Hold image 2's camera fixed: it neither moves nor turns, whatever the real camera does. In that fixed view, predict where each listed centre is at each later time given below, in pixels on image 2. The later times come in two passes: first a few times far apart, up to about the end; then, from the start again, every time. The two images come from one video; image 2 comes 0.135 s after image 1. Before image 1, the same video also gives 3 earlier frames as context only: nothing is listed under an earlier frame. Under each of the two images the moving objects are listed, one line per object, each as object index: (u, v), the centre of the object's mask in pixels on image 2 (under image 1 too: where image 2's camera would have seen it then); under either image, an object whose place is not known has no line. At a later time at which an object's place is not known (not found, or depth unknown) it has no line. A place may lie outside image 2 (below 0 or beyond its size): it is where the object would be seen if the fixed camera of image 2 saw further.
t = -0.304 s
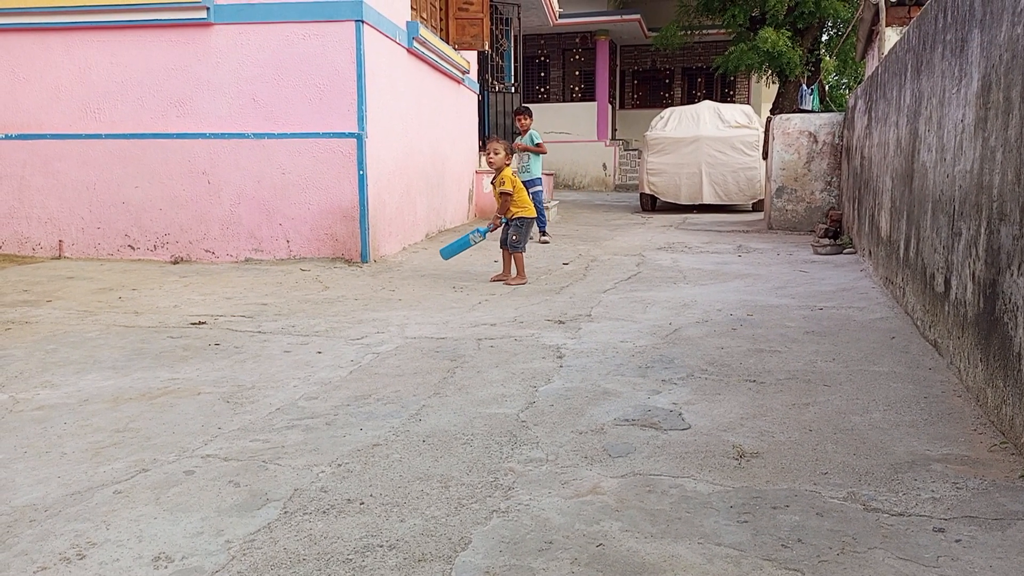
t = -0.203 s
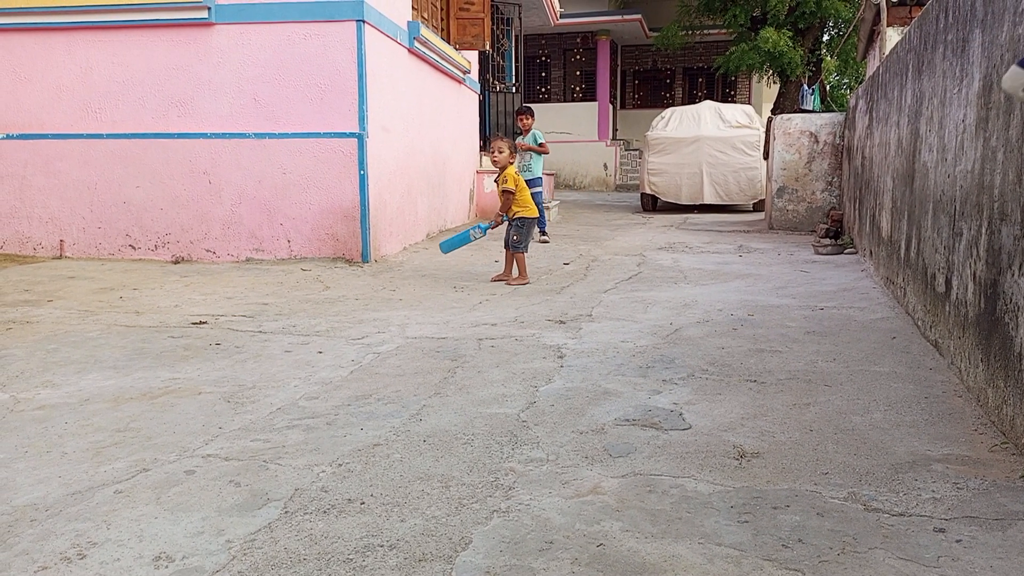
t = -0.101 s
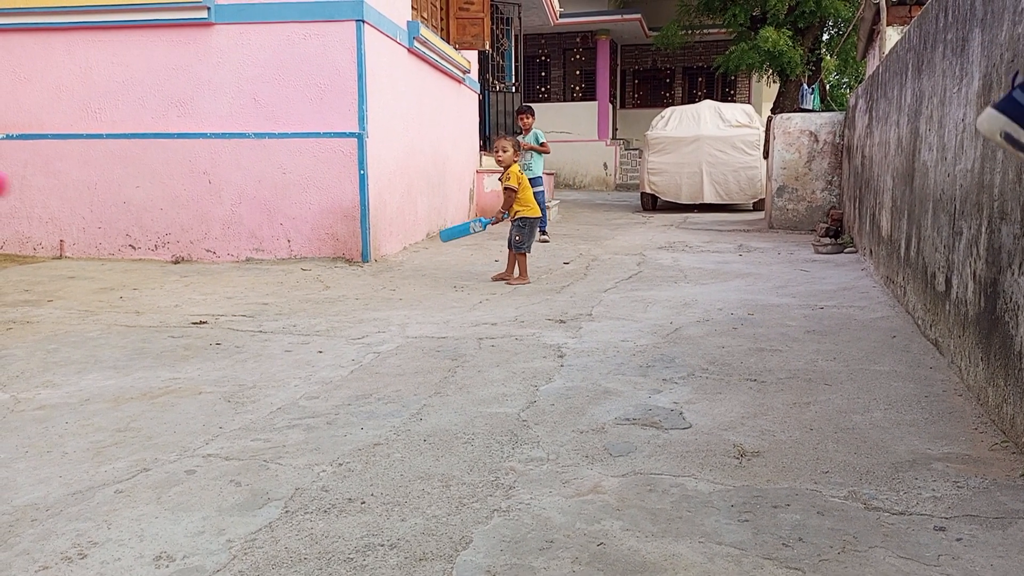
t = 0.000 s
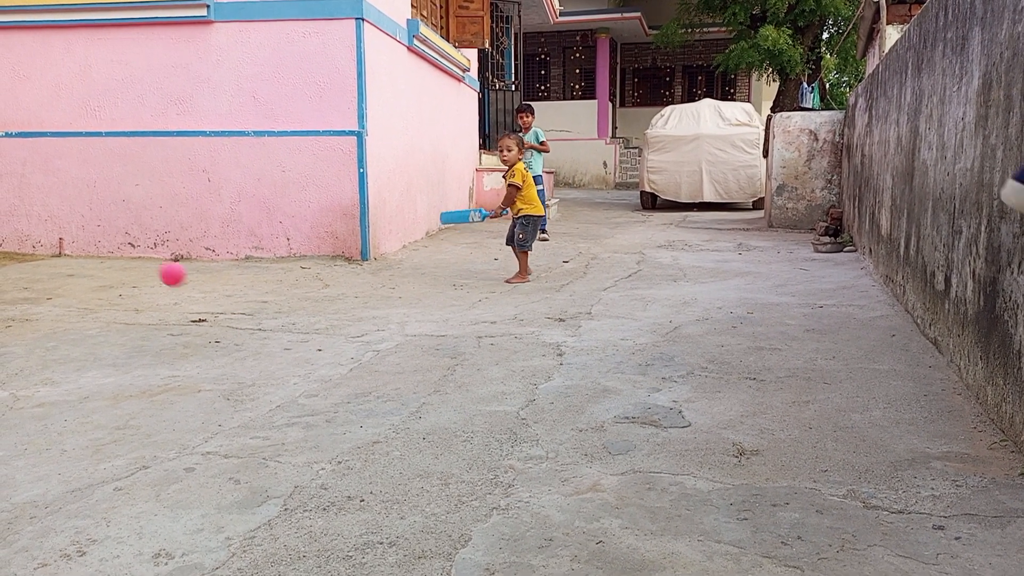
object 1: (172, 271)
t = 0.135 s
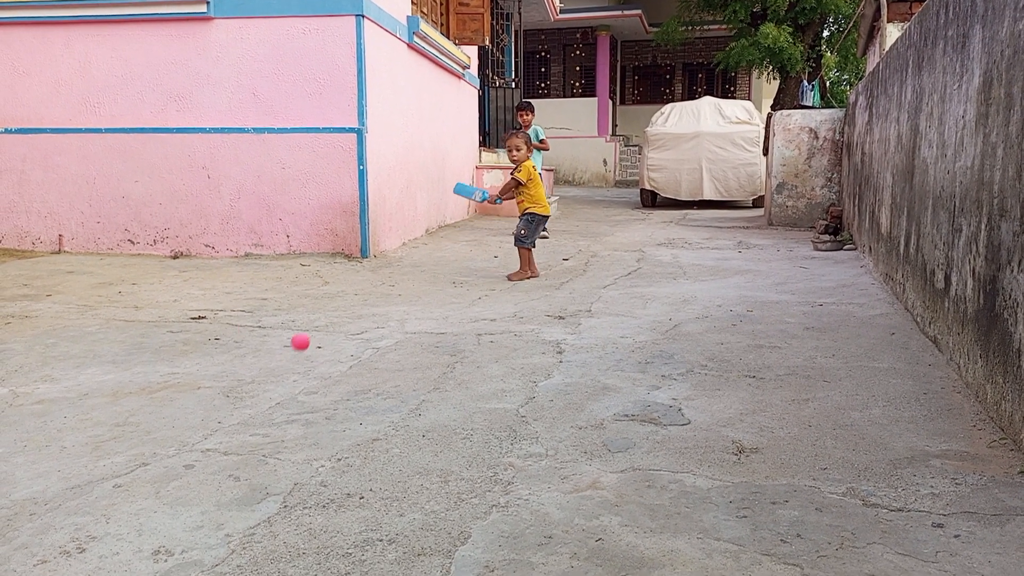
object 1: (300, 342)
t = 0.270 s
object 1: (355, 256)
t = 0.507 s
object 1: (426, 252)
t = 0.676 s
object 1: (462, 274)
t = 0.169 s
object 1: (315, 313)
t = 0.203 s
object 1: (329, 290)
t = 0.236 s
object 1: (342, 271)
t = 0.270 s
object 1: (355, 256)
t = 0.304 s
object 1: (366, 247)
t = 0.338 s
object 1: (378, 240)
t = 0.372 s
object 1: (388, 236)
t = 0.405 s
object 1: (398, 236)
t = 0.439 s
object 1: (408, 239)
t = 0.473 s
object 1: (417, 244)
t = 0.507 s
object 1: (426, 252)
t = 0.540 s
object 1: (434, 261)
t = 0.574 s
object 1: (442, 273)
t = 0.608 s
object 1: (450, 287)
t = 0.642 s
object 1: (456, 287)
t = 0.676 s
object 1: (462, 274)
